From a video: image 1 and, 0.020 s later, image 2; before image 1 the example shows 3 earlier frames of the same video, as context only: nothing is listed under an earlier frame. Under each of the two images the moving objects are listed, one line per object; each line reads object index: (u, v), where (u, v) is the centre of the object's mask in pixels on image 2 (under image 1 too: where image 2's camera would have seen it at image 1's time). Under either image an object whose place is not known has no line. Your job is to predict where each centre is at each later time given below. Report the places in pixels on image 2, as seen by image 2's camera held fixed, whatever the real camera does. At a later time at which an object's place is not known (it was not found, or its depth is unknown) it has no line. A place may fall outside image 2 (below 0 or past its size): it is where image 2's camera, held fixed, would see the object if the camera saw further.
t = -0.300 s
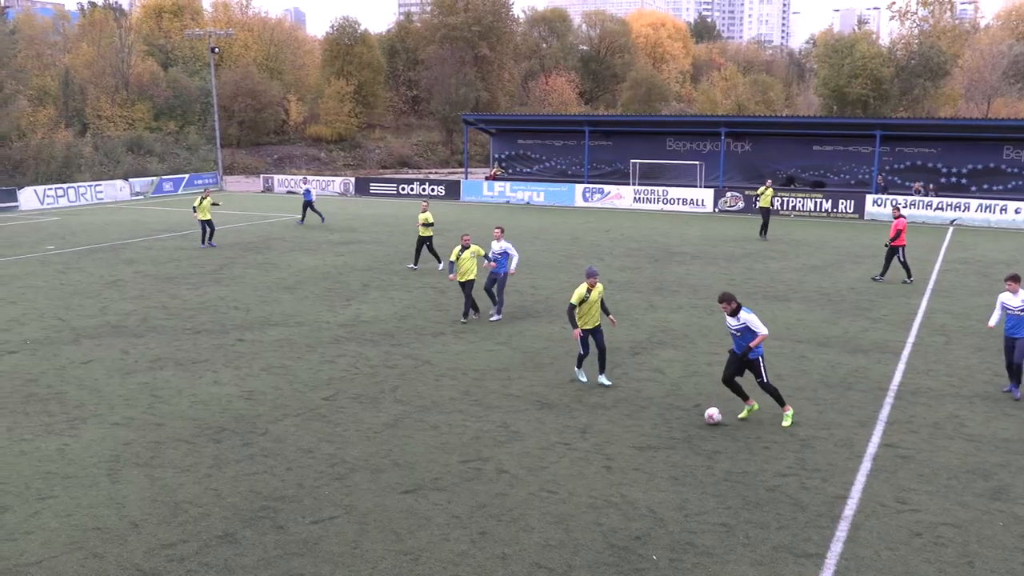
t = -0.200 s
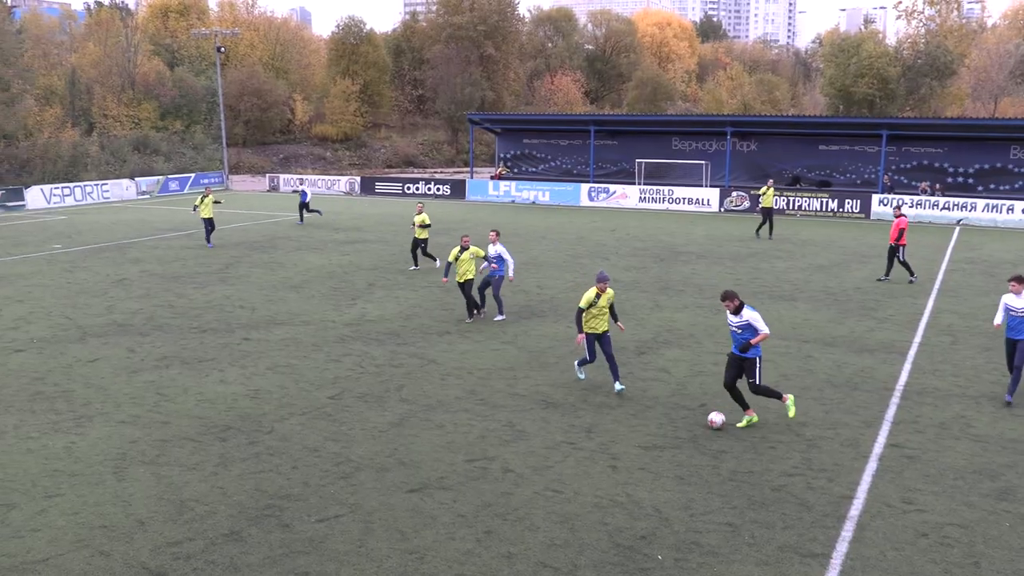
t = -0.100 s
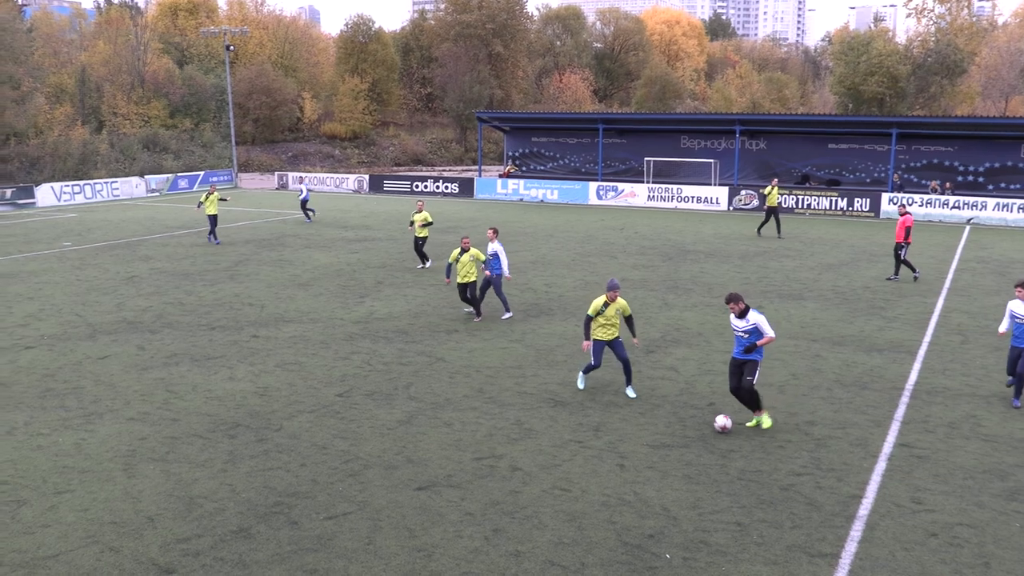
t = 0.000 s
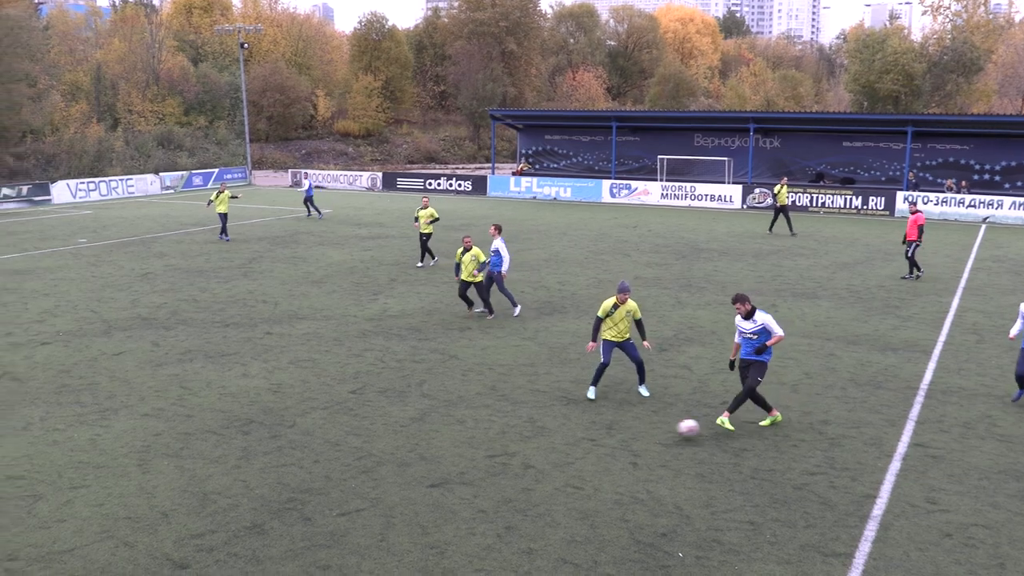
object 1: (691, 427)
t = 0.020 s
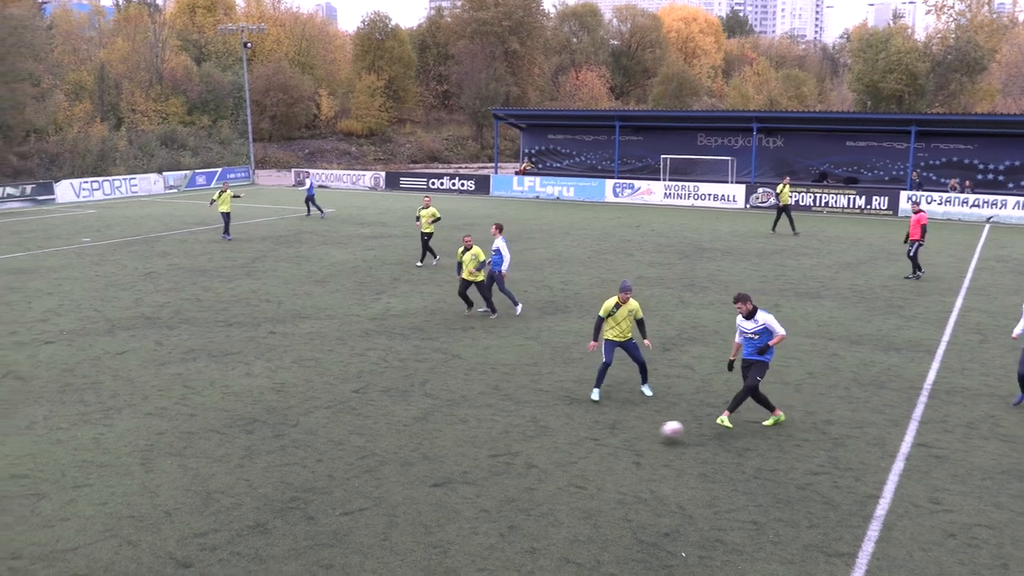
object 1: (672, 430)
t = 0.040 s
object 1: (652, 431)
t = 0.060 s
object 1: (633, 434)
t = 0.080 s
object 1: (613, 436)
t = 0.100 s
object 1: (591, 440)
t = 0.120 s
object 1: (571, 444)
